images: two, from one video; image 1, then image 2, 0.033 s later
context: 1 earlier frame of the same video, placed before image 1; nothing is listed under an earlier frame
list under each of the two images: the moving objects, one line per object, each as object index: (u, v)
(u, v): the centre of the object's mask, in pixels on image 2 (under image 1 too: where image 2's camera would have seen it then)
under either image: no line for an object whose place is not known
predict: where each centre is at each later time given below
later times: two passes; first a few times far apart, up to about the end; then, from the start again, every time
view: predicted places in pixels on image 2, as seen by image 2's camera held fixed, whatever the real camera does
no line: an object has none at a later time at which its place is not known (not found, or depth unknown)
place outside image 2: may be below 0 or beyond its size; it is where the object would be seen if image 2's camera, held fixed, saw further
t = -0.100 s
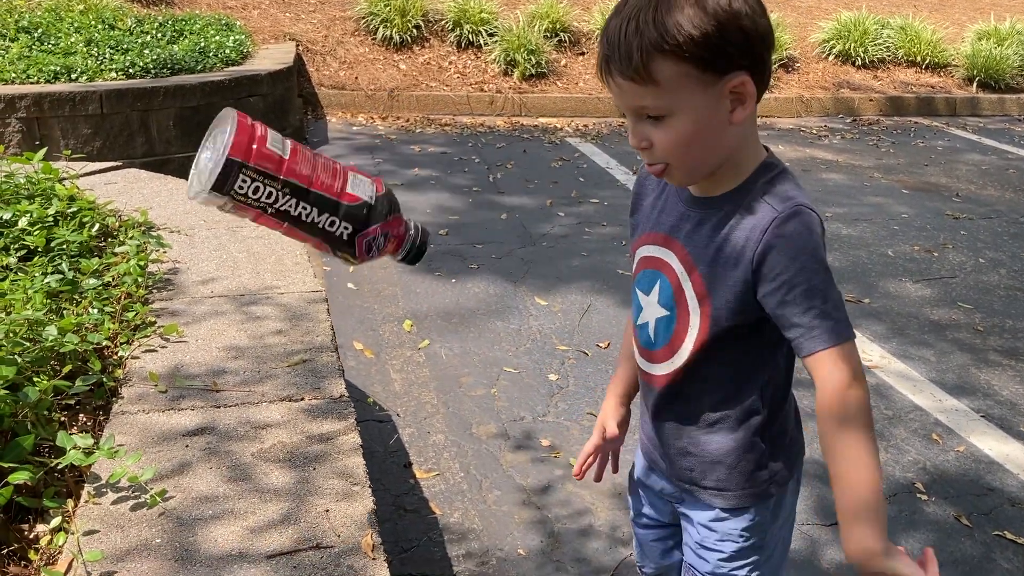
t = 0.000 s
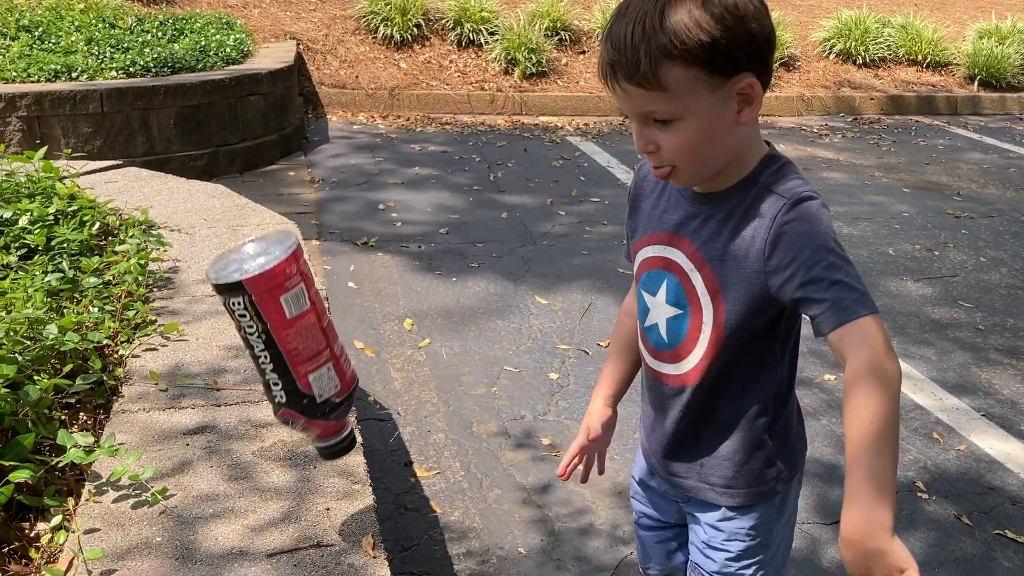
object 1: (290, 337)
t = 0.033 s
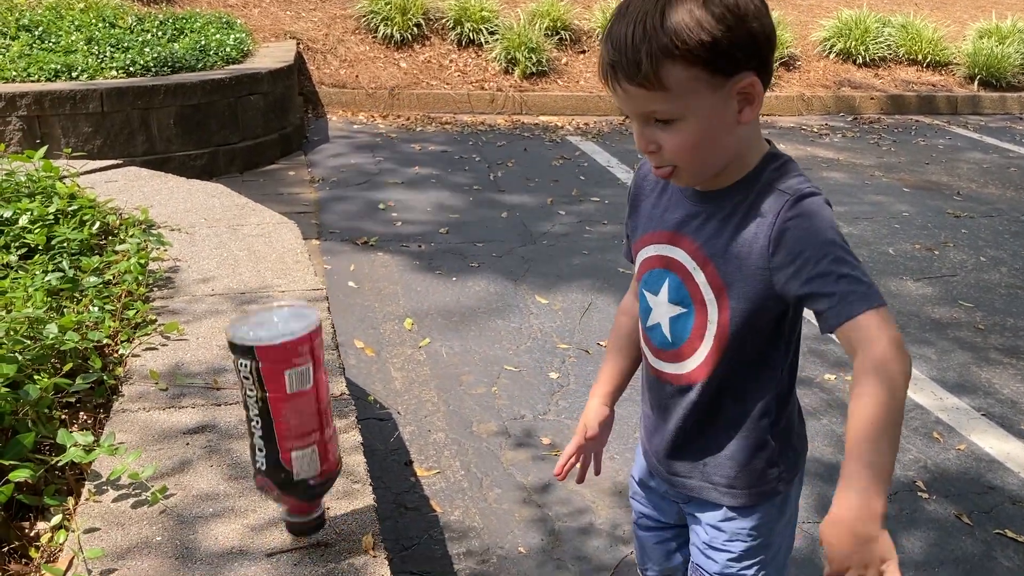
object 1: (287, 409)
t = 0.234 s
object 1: (267, 432)
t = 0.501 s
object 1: (231, 444)
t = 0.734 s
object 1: (235, 441)
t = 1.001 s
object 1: (262, 434)
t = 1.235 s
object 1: (296, 422)
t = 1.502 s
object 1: (342, 409)
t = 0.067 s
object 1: (281, 433)
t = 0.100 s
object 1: (274, 433)
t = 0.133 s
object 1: (270, 433)
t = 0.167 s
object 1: (268, 432)
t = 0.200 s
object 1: (267, 432)
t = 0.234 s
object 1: (267, 432)
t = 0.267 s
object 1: (266, 430)
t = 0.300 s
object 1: (266, 430)
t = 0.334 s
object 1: (263, 429)
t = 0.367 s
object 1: (258, 429)
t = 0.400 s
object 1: (251, 429)
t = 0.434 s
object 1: (242, 434)
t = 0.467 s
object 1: (235, 449)
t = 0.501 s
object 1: (231, 444)
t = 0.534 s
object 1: (230, 443)
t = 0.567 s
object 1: (229, 445)
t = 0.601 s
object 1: (228, 443)
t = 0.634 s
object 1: (228, 443)
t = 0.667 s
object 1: (230, 442)
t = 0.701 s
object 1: (232, 442)
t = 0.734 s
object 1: (235, 441)
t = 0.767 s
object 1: (237, 441)
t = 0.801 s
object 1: (239, 440)
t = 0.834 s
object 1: (242, 439)
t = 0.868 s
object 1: (246, 438)
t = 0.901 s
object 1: (250, 437)
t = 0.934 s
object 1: (254, 436)
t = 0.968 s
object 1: (258, 435)
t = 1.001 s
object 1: (262, 434)
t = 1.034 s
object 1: (265, 433)
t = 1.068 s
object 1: (270, 432)
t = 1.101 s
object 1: (275, 429)
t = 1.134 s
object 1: (280, 427)
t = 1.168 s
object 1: (286, 426)
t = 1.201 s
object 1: (291, 424)
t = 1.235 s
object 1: (296, 422)
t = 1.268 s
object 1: (300, 420)
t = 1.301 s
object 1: (306, 418)
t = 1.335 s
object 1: (312, 417)
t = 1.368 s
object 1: (318, 415)
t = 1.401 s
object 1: (325, 413)
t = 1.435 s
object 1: (330, 411)
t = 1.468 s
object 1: (335, 411)
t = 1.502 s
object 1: (342, 409)
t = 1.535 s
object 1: (347, 407)
